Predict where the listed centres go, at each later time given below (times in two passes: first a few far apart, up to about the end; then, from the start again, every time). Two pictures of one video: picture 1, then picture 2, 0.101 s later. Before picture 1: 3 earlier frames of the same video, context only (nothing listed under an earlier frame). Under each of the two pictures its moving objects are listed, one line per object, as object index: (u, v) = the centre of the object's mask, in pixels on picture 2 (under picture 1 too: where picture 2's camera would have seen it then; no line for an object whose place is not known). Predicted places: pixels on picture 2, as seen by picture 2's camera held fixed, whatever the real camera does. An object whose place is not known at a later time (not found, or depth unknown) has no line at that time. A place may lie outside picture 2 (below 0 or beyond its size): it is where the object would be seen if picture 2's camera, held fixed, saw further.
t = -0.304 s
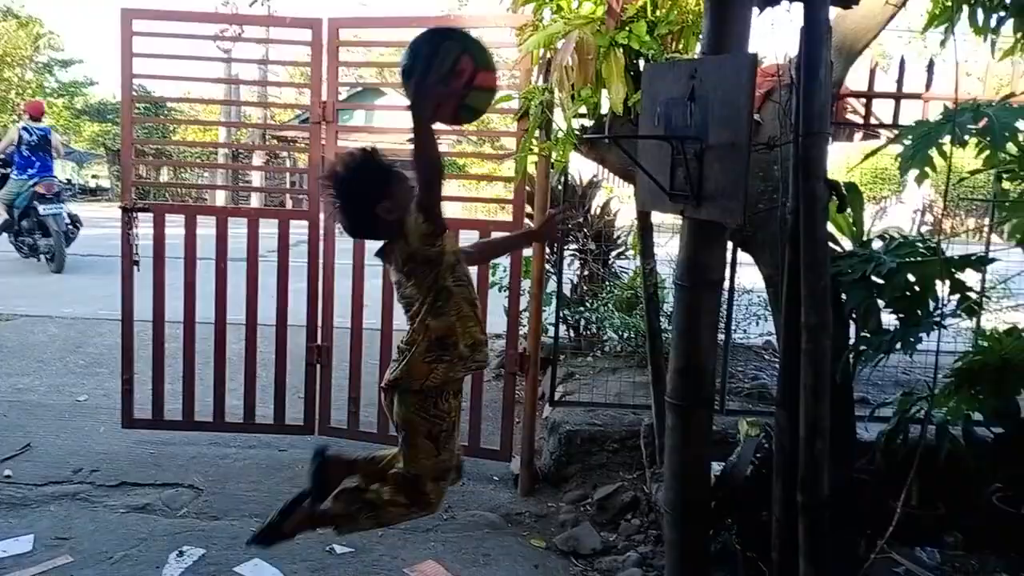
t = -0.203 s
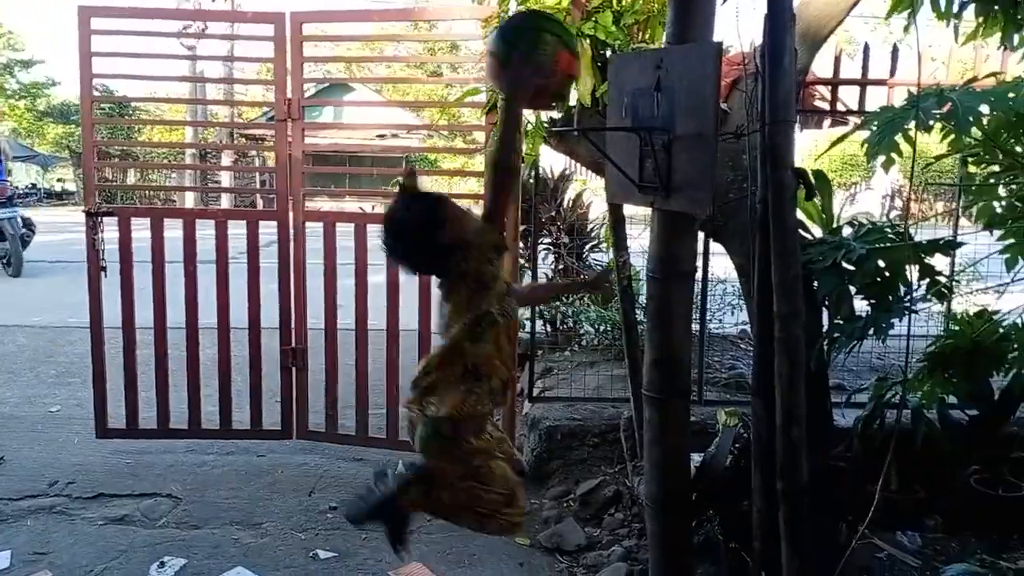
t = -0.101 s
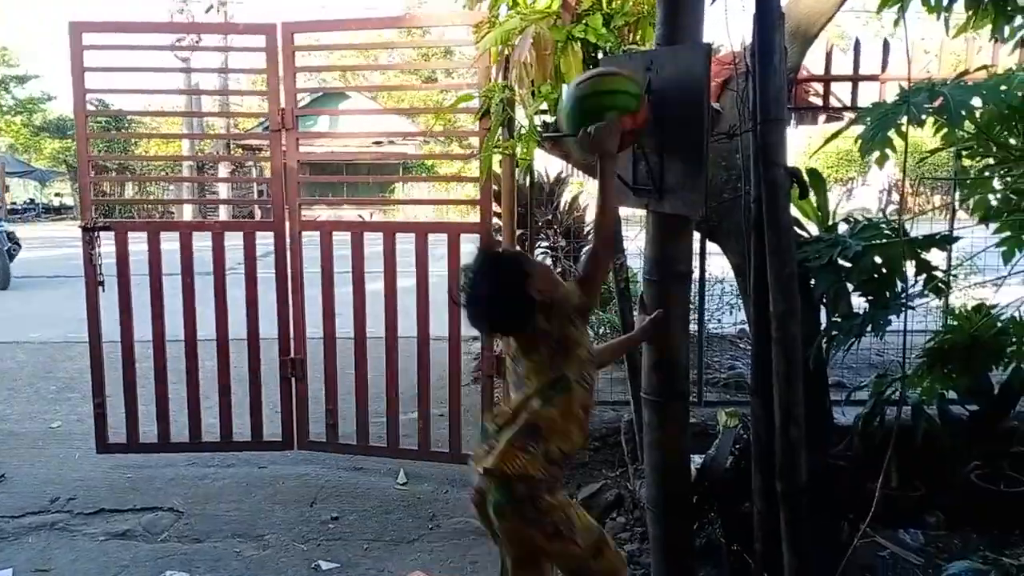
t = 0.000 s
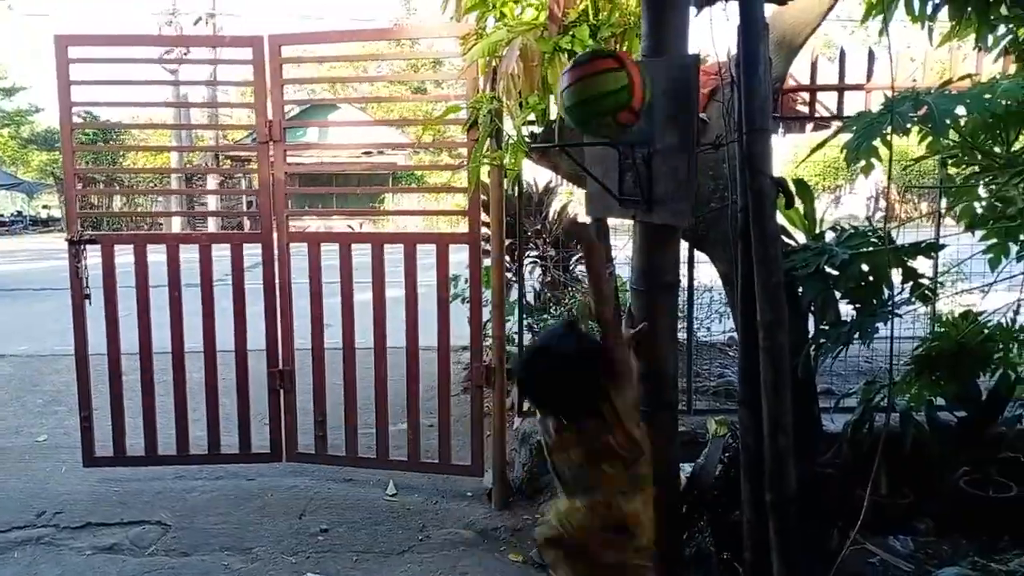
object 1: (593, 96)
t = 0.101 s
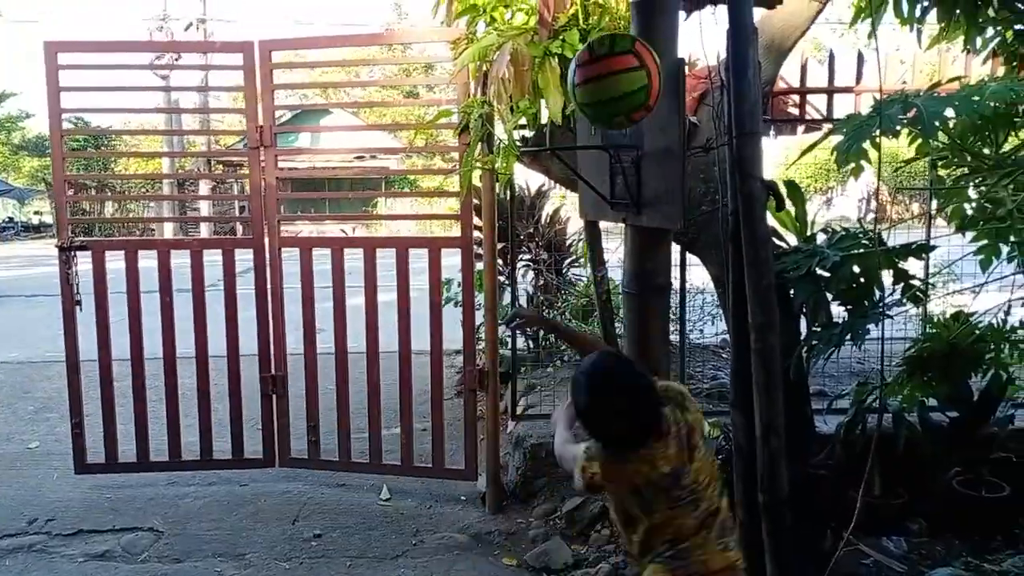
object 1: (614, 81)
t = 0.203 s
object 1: (608, 102)
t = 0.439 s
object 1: (618, 238)
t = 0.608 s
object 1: (620, 527)
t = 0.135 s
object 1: (611, 86)
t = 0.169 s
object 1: (608, 99)
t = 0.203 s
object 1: (608, 102)
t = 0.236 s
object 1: (608, 100)
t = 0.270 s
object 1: (608, 105)
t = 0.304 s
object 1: (606, 117)
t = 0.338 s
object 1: (607, 138)
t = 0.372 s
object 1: (609, 166)
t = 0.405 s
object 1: (614, 197)
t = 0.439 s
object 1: (618, 238)
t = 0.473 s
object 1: (616, 283)
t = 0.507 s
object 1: (616, 338)
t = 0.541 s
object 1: (618, 401)
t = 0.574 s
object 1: (619, 475)
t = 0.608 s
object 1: (620, 527)
